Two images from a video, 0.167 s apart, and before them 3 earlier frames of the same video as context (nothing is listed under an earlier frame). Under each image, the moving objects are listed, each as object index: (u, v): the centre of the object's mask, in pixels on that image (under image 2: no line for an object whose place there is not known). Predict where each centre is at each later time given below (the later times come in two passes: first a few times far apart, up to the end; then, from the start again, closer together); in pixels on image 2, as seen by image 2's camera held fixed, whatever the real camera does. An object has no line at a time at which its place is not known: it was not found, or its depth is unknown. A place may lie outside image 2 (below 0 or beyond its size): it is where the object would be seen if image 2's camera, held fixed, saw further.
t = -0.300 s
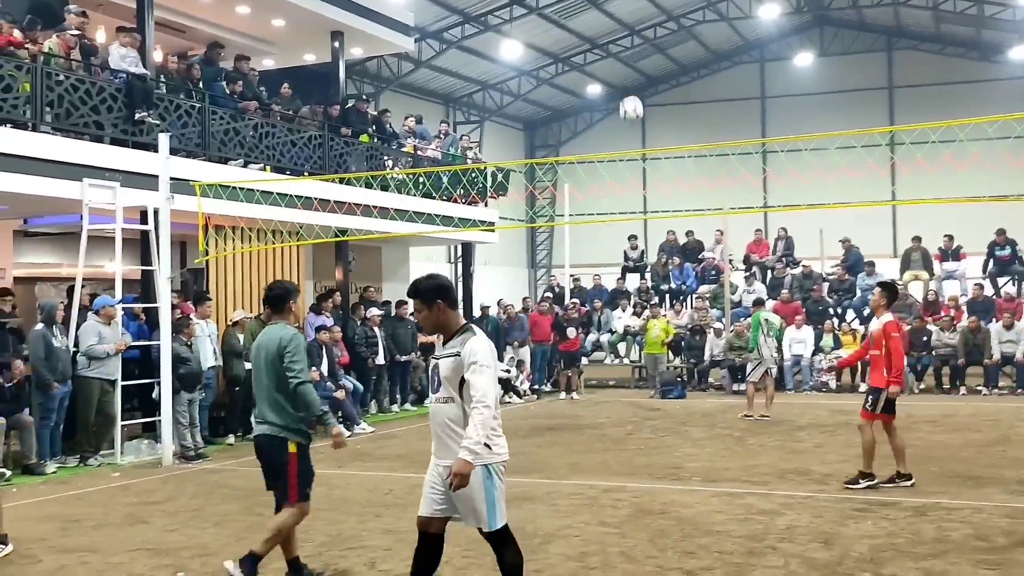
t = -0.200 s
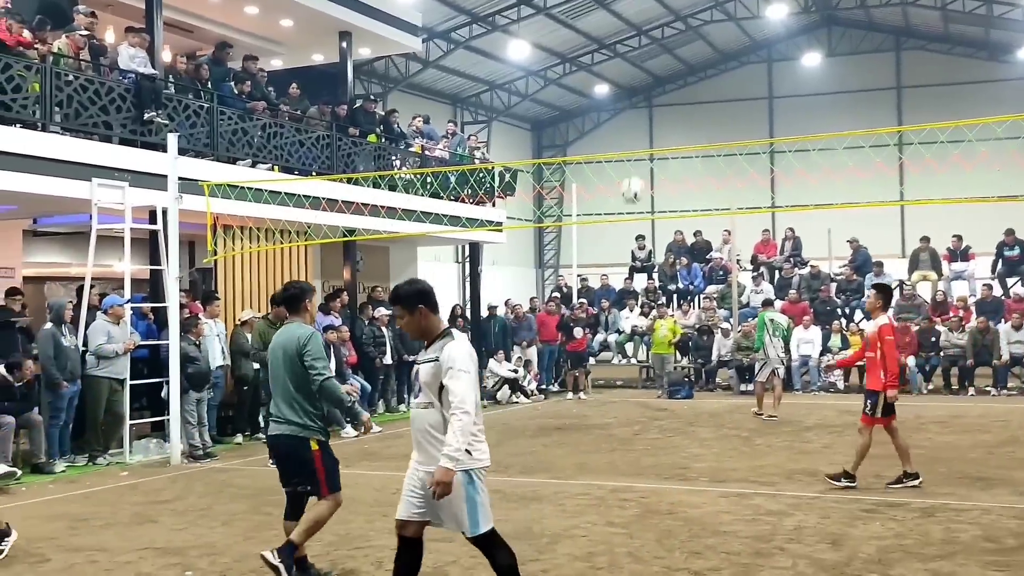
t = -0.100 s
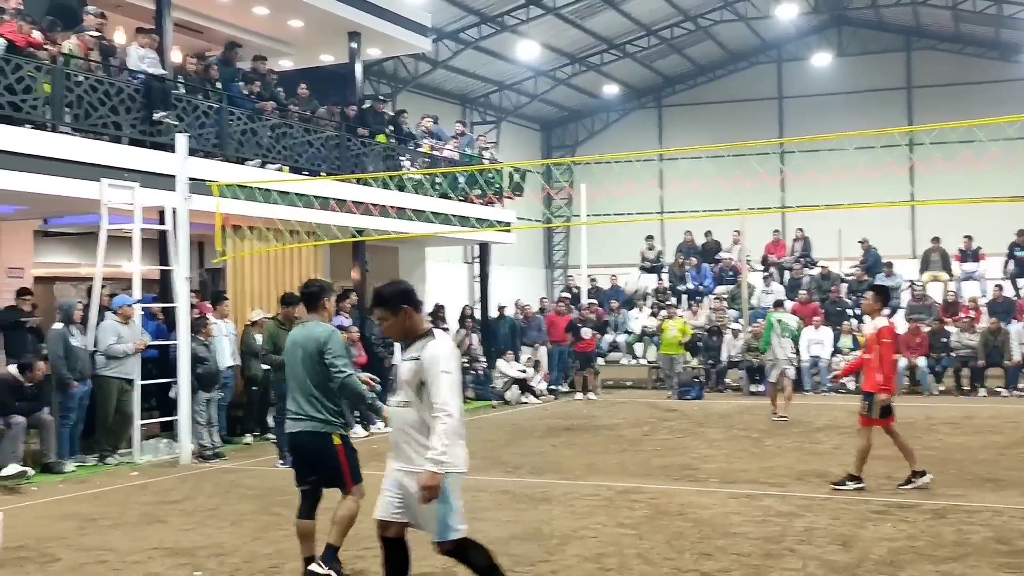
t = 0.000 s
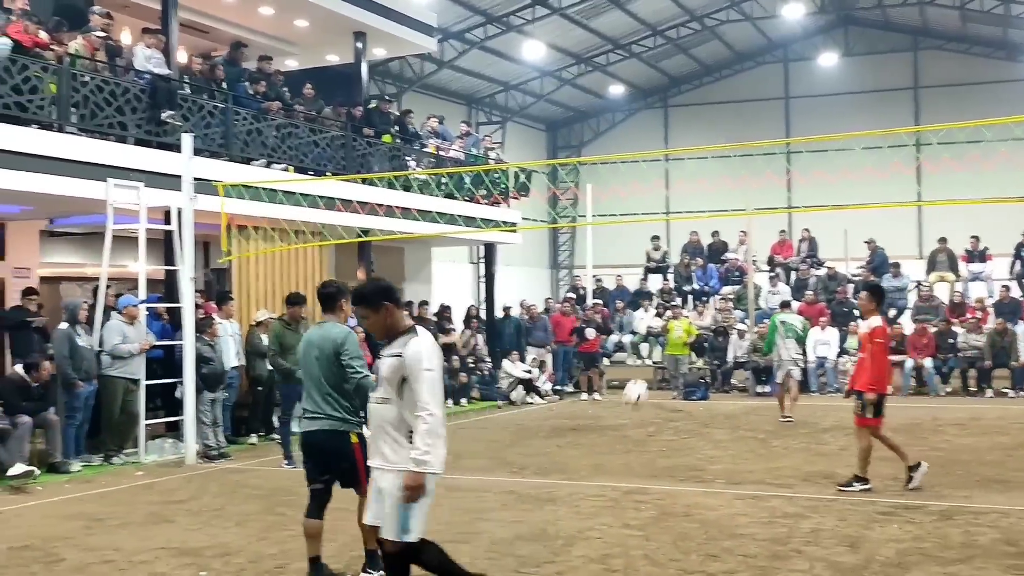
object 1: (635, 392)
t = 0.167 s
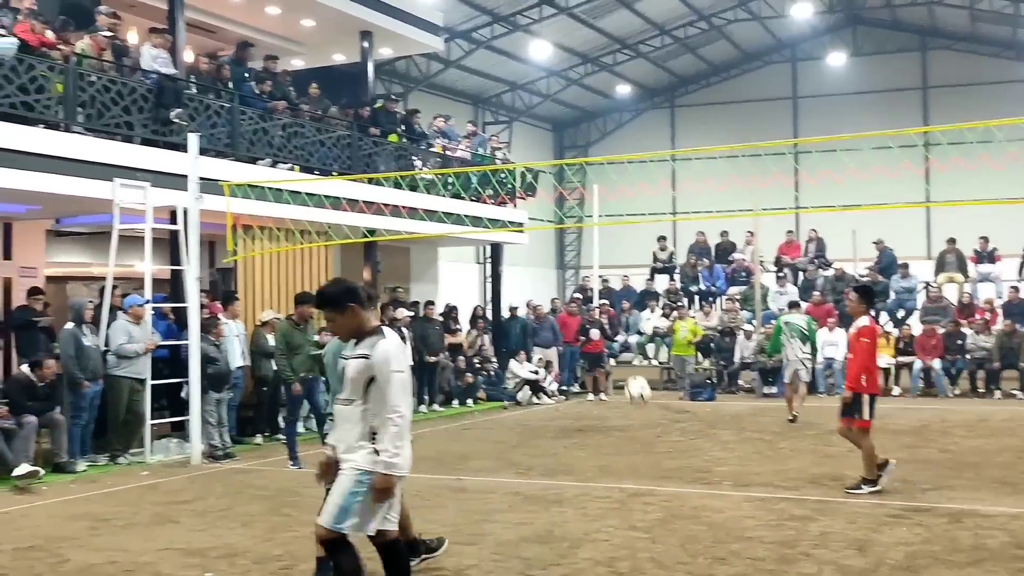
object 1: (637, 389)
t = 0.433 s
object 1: (639, 216)
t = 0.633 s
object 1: (639, 134)
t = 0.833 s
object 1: (641, 98)
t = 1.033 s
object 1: (643, 110)
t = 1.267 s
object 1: (645, 189)
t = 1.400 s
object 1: (648, 266)
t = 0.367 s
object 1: (639, 253)
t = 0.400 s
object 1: (639, 233)
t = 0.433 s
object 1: (639, 216)
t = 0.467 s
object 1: (638, 198)
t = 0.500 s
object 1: (638, 183)
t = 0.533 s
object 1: (637, 168)
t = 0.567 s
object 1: (637, 156)
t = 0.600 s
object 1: (638, 144)
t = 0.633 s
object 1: (639, 134)
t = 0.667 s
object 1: (640, 124)
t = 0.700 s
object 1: (640, 116)
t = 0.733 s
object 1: (640, 110)
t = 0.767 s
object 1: (640, 103)
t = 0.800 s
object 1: (641, 100)
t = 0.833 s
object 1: (641, 98)
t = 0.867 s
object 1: (641, 97)
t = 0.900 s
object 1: (642, 96)
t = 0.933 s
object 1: (643, 97)
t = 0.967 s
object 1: (643, 100)
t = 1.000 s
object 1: (644, 104)
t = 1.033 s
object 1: (643, 110)
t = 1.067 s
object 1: (644, 116)
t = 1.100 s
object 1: (644, 124)
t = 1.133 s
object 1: (644, 134)
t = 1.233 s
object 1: (645, 173)
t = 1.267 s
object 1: (645, 189)
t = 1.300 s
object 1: (646, 206)
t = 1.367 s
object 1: (649, 246)
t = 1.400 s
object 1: (648, 266)
